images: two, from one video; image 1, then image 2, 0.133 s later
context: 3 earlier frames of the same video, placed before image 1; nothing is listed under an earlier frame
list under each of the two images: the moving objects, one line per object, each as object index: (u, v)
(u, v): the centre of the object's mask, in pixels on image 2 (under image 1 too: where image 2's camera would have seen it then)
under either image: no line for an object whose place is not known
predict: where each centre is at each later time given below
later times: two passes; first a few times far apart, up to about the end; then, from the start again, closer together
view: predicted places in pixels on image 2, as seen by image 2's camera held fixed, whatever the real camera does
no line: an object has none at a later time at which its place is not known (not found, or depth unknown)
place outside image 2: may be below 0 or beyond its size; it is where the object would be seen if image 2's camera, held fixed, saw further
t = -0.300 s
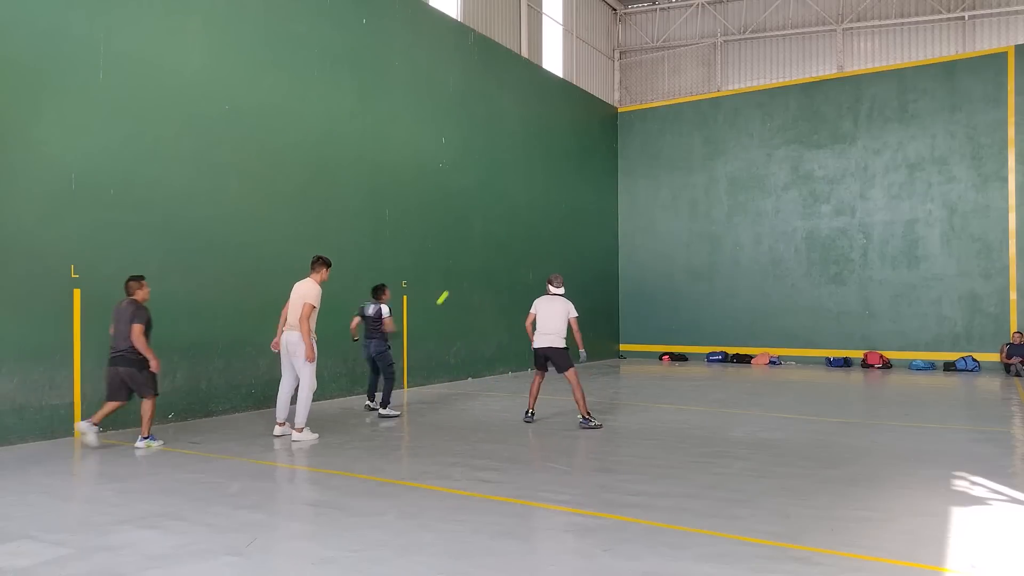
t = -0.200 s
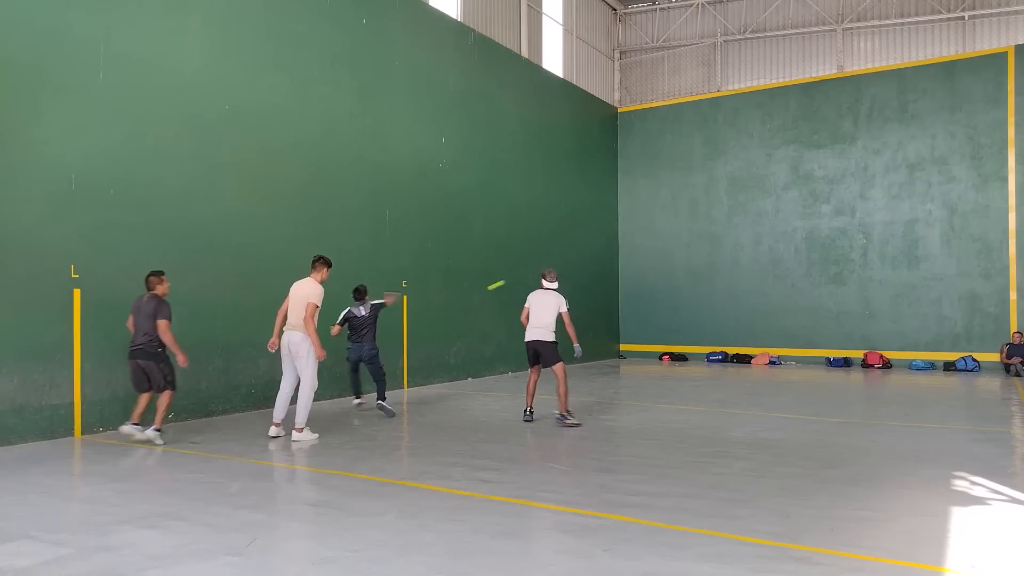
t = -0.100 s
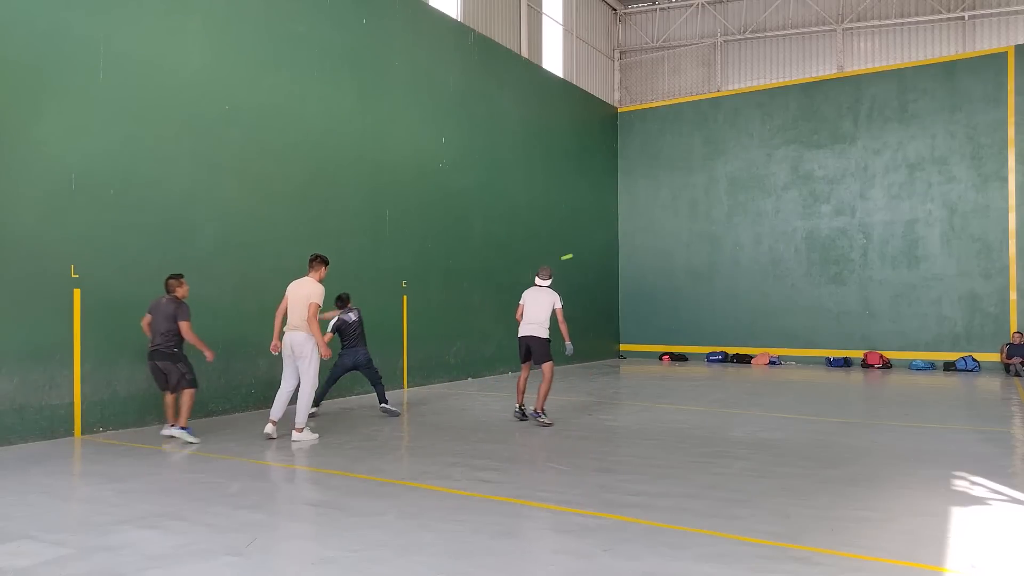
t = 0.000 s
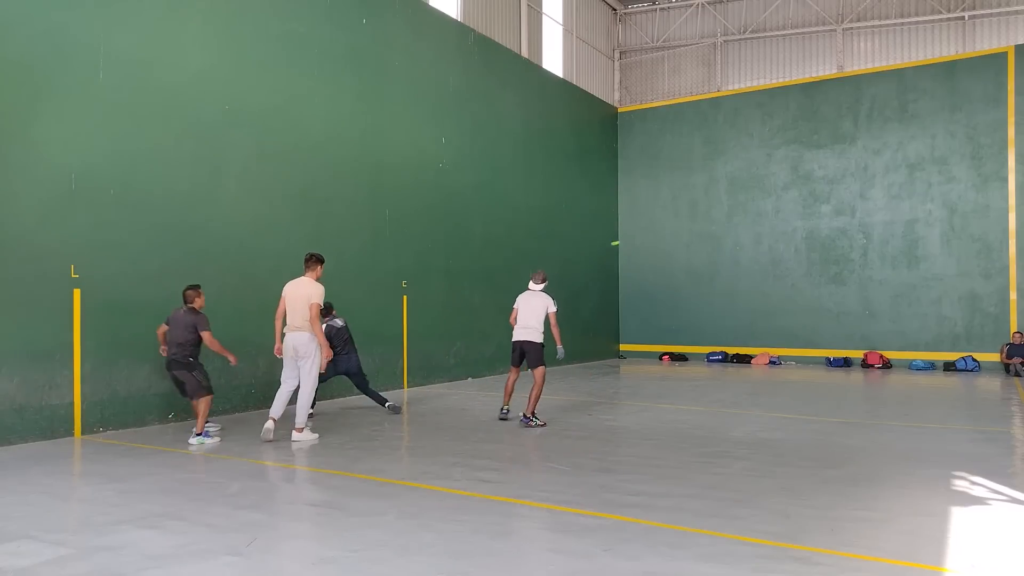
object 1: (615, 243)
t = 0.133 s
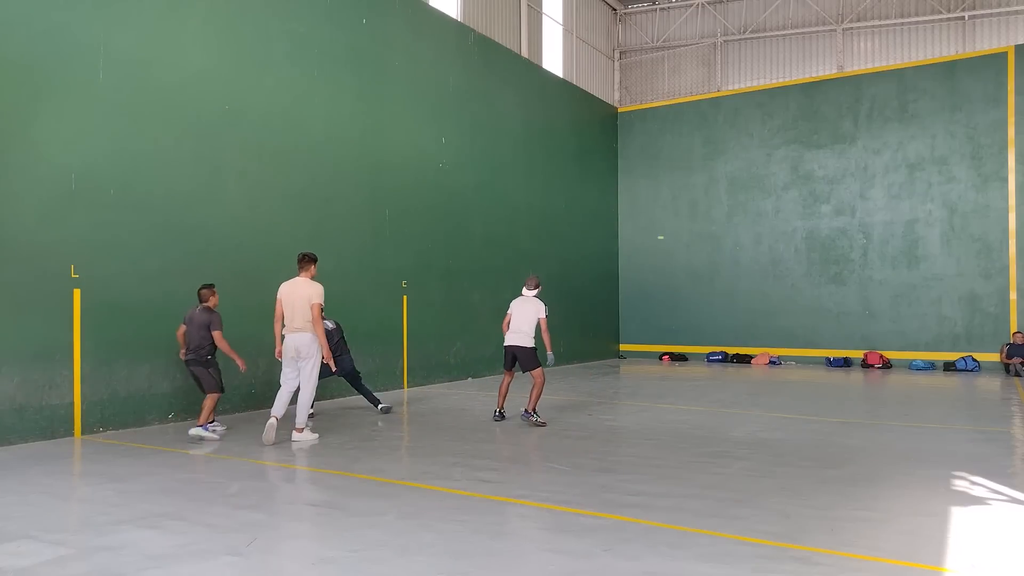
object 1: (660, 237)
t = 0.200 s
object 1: (669, 236)
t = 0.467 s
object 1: (591, 220)
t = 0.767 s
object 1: (472, 240)
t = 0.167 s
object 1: (669, 238)
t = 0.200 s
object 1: (669, 236)
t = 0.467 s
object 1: (591, 220)
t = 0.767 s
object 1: (472, 240)
